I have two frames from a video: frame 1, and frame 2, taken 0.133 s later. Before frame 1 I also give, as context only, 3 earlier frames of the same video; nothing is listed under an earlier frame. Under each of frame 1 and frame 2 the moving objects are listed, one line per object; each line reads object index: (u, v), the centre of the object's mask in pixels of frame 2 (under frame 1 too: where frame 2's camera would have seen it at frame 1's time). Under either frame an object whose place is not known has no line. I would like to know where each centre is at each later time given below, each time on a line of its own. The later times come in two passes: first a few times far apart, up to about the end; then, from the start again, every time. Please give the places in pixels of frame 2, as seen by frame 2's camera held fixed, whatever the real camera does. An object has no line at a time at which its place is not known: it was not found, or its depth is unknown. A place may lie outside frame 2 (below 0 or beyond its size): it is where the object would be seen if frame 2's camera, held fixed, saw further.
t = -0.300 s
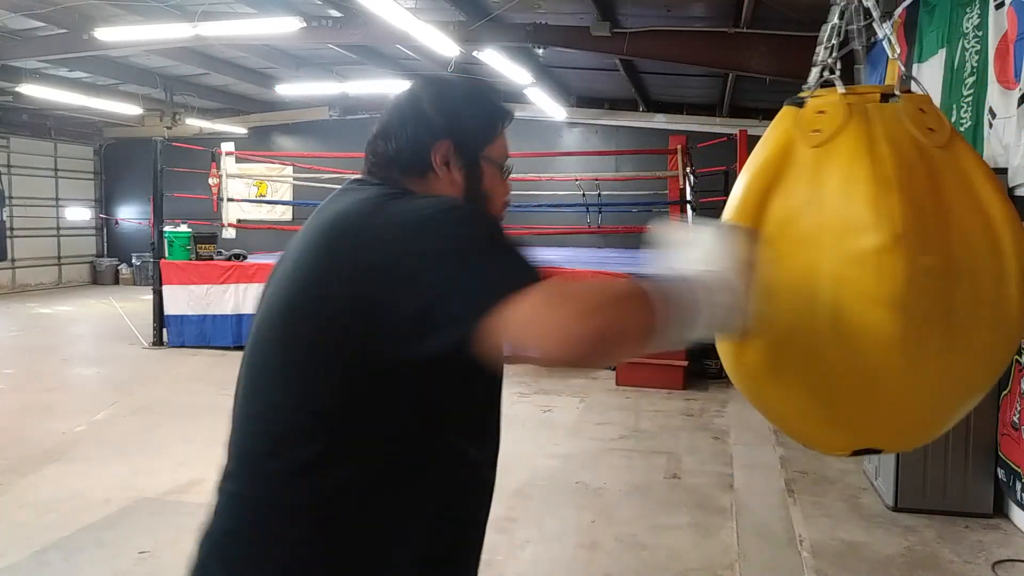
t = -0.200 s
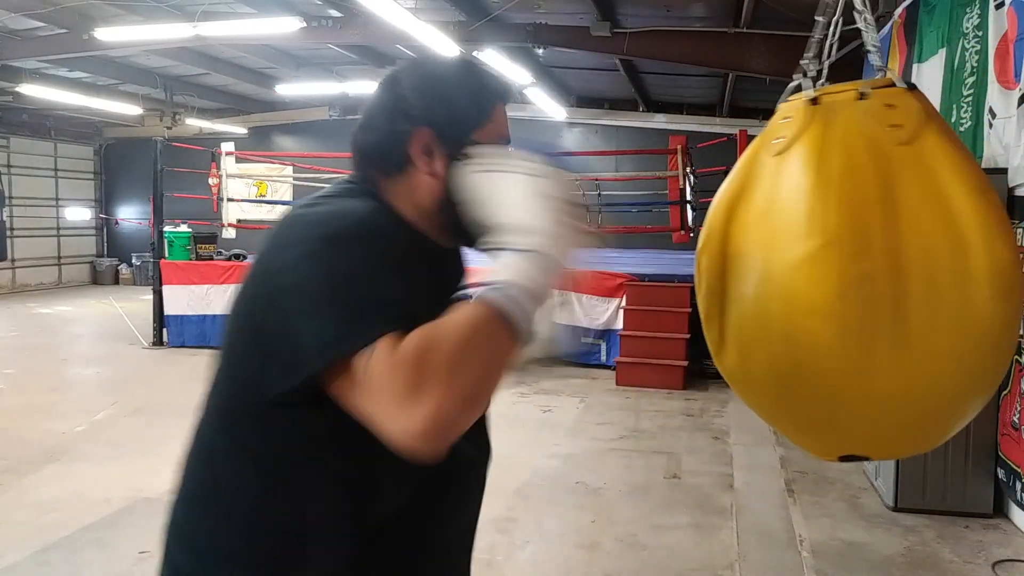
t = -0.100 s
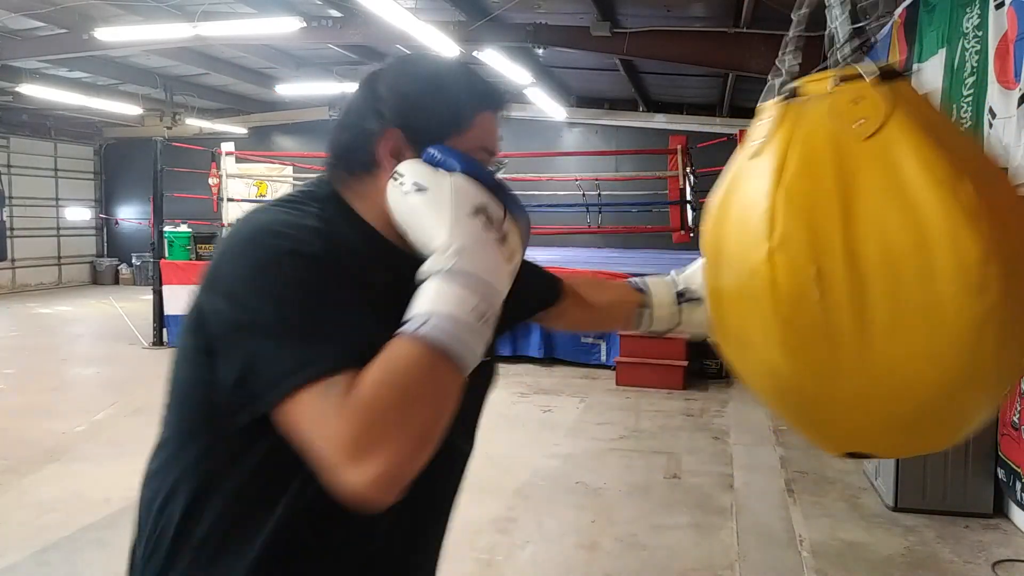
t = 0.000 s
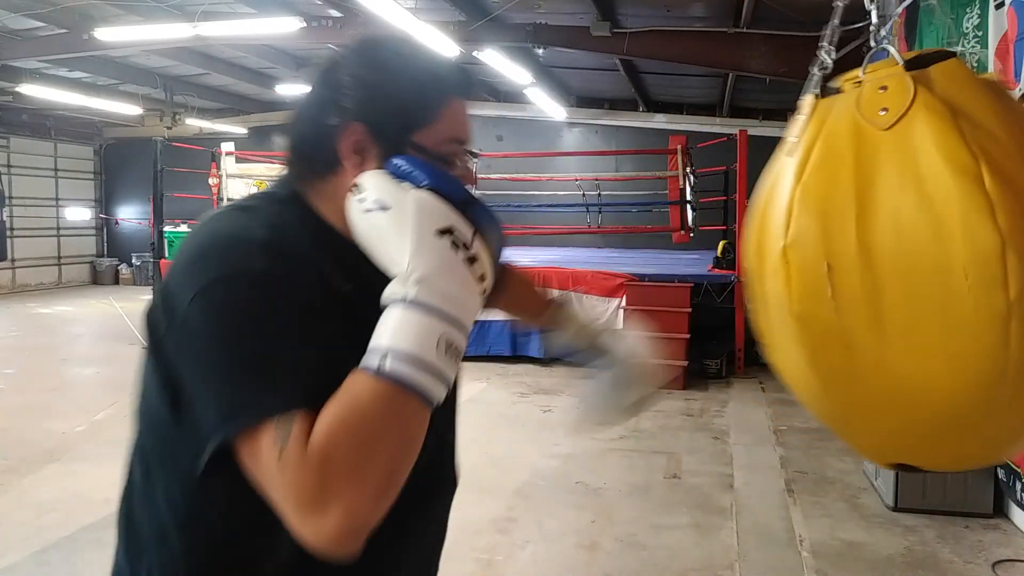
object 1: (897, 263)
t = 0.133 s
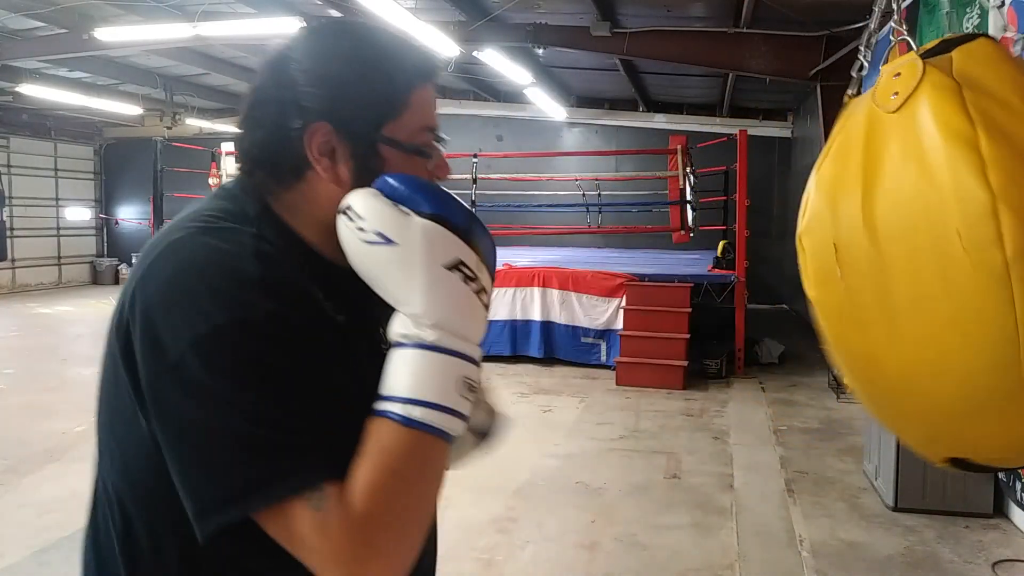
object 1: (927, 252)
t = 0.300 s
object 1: (938, 239)
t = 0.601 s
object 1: (929, 251)
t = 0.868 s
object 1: (865, 269)
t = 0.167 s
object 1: (930, 248)
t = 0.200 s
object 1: (932, 246)
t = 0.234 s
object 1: (933, 241)
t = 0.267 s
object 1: (935, 239)
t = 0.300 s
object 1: (938, 239)
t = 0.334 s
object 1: (939, 238)
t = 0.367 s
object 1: (940, 235)
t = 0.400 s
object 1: (941, 238)
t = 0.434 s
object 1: (940, 239)
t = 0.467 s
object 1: (939, 241)
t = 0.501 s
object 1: (939, 246)
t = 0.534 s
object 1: (937, 250)
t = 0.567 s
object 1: (933, 249)
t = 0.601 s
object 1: (929, 251)
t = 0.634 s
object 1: (924, 253)
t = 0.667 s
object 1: (921, 258)
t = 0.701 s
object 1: (912, 260)
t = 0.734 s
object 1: (906, 264)
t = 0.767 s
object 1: (898, 266)
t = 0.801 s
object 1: (888, 266)
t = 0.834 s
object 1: (878, 267)
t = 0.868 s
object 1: (865, 269)
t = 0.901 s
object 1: (854, 270)
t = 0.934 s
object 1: (838, 269)
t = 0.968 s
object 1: (822, 266)
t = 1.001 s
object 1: (810, 265)
